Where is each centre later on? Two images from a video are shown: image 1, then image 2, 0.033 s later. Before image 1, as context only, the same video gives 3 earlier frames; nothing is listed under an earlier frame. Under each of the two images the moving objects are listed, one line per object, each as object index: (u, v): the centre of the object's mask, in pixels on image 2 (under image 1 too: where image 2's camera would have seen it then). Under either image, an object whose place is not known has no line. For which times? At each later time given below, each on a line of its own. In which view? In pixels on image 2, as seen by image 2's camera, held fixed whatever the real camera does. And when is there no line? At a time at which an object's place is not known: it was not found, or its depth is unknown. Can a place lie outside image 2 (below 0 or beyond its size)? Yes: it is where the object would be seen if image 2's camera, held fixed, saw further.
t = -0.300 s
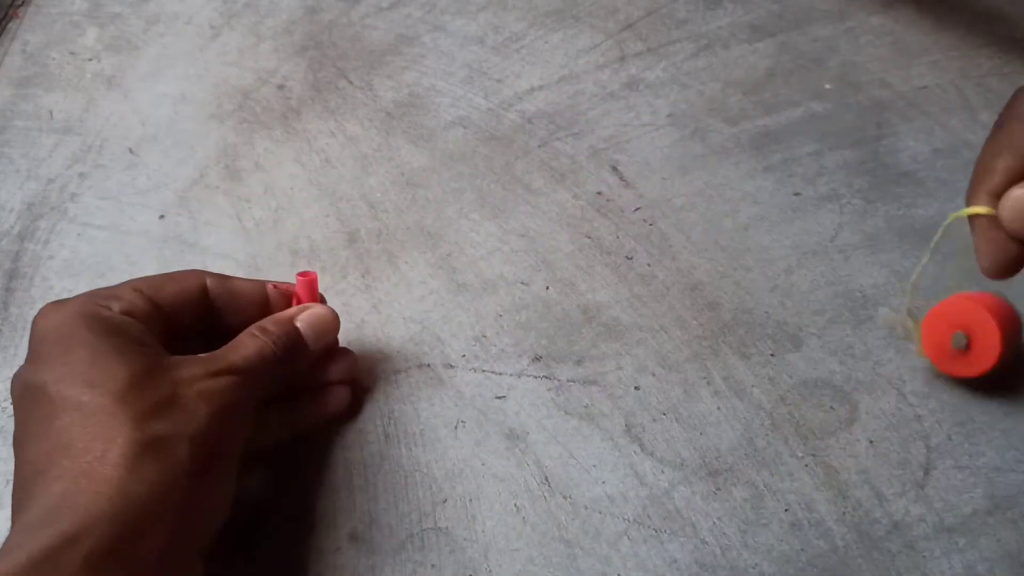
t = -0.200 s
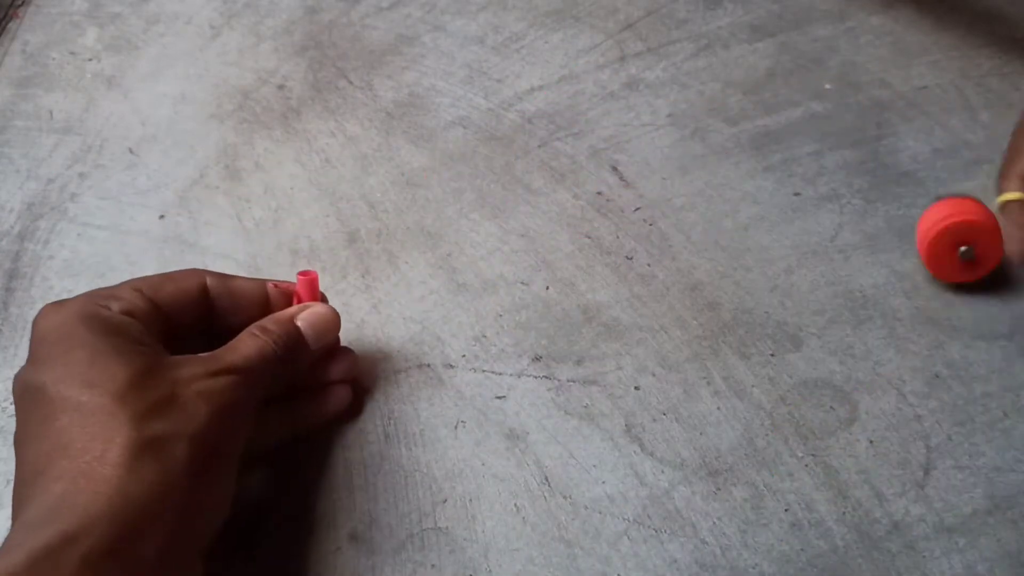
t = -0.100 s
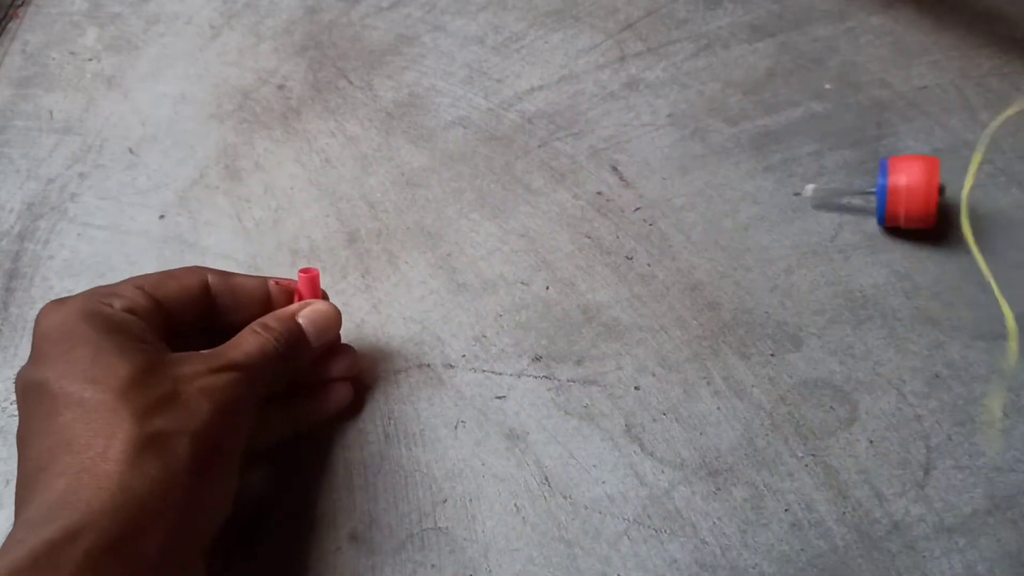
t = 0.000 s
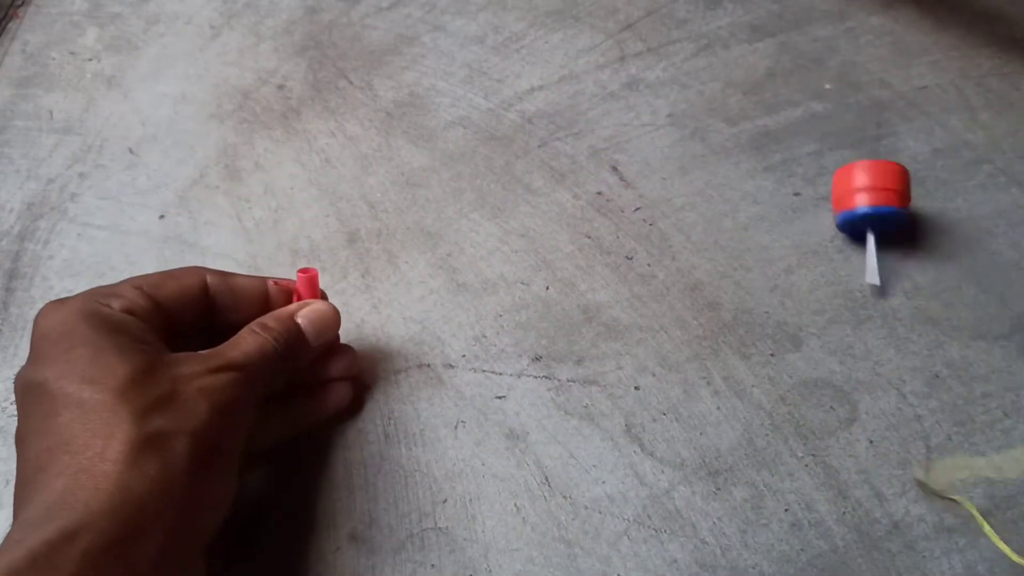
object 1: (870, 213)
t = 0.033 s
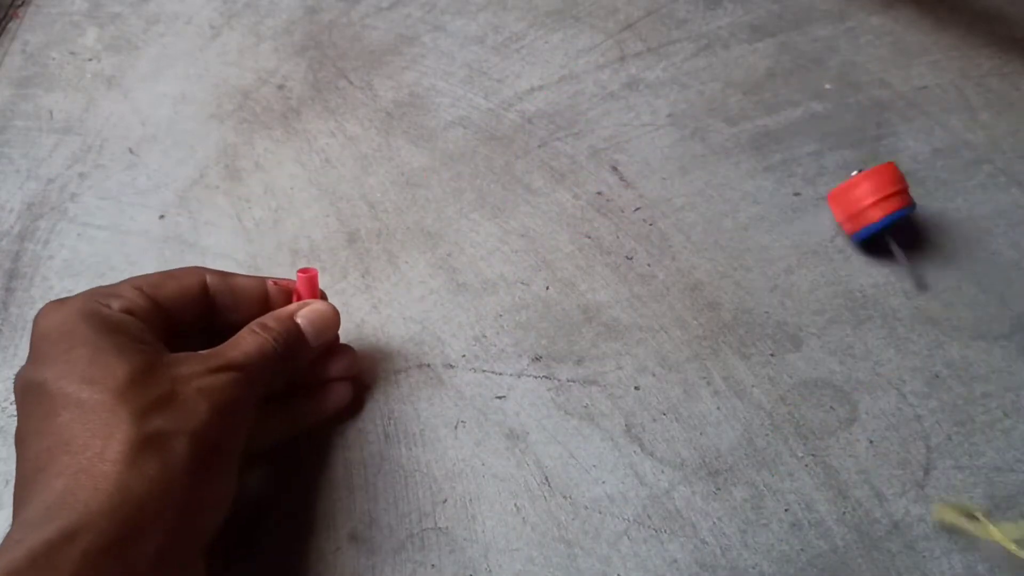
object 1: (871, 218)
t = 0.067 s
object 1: (869, 213)
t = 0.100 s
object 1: (861, 226)
